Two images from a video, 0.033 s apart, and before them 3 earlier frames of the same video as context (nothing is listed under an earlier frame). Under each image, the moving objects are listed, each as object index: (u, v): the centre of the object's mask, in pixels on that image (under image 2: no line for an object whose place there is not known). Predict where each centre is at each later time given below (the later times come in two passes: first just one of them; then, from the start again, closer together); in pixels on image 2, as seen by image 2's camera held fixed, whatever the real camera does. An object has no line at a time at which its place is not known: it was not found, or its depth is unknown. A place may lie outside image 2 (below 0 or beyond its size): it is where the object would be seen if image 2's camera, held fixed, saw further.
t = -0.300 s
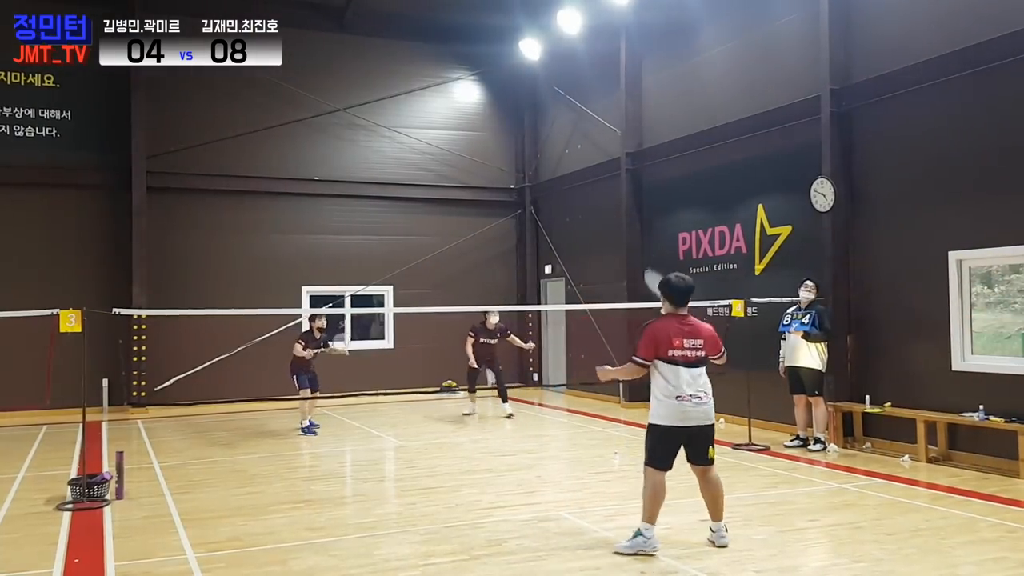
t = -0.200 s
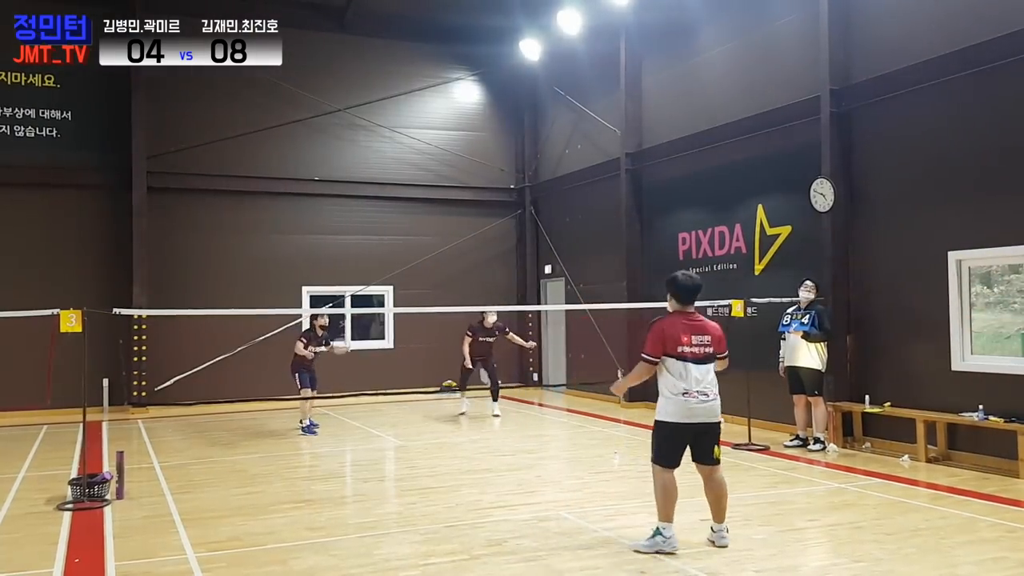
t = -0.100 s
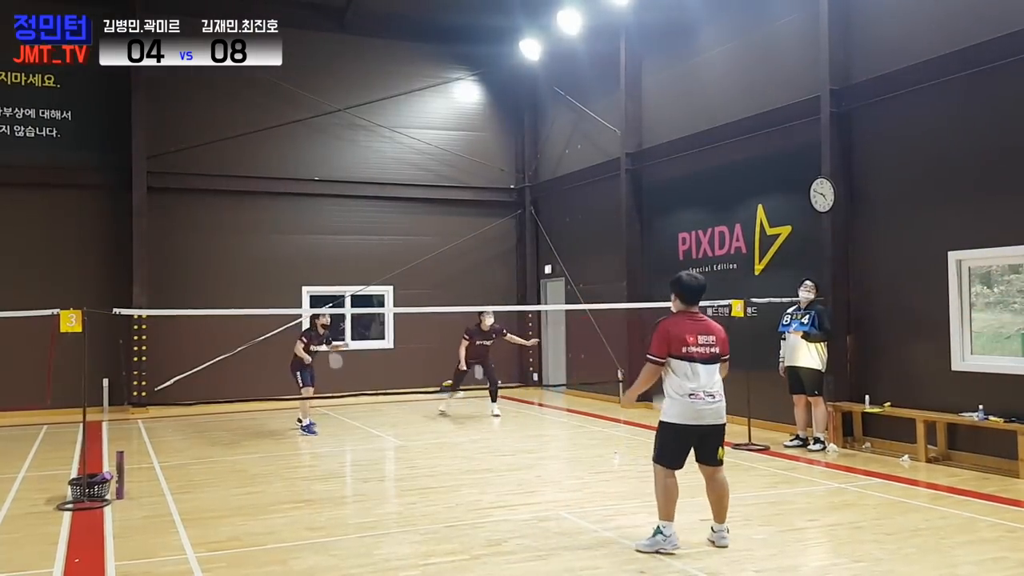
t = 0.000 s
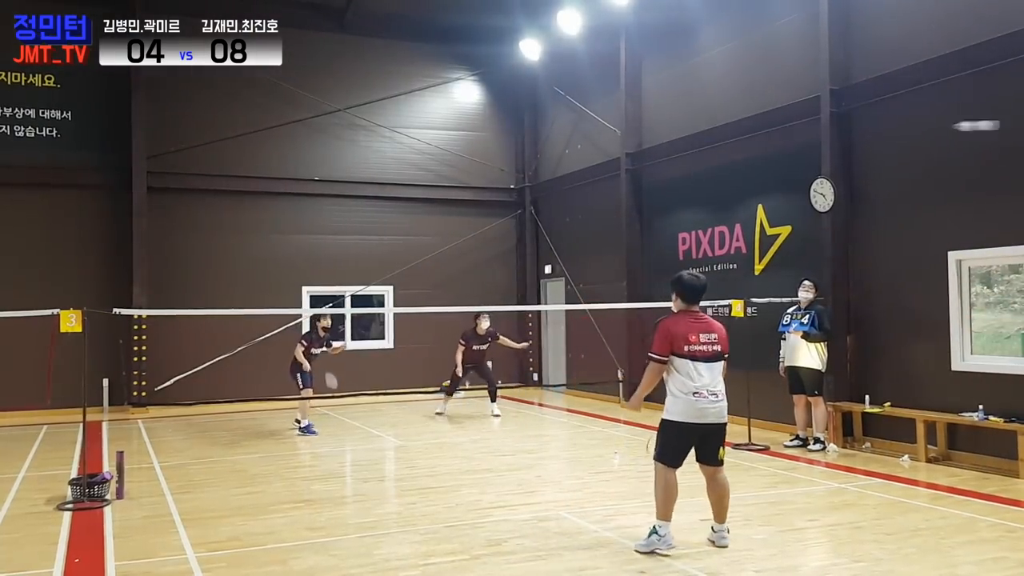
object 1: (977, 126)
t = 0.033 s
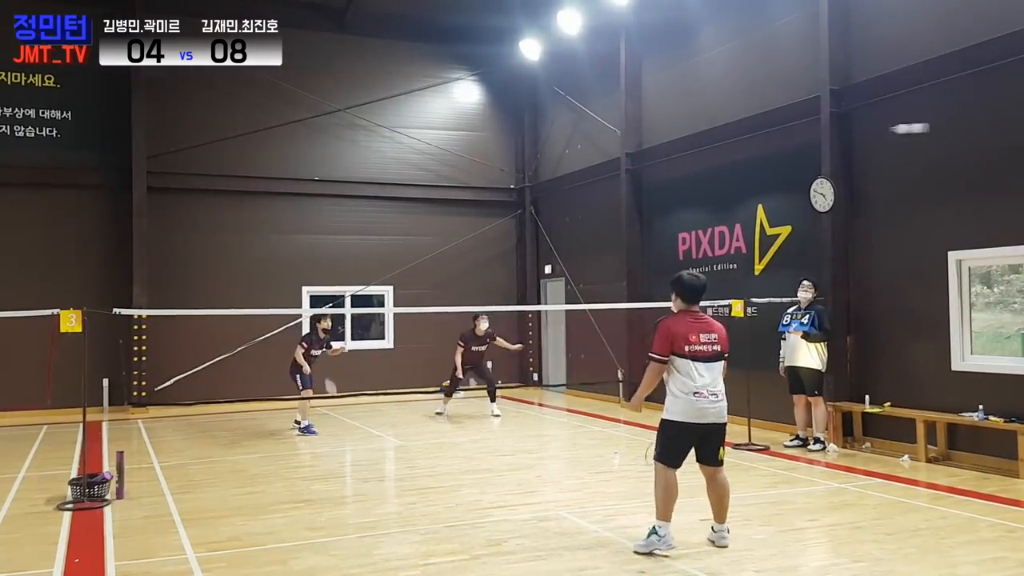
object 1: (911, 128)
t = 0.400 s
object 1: (594, 201)
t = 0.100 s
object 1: (810, 137)
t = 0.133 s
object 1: (772, 142)
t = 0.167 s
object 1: (739, 148)
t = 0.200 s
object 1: (710, 154)
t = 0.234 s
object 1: (685, 160)
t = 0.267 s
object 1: (663, 168)
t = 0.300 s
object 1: (643, 175)
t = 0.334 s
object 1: (625, 184)
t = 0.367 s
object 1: (609, 192)
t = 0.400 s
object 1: (594, 201)
